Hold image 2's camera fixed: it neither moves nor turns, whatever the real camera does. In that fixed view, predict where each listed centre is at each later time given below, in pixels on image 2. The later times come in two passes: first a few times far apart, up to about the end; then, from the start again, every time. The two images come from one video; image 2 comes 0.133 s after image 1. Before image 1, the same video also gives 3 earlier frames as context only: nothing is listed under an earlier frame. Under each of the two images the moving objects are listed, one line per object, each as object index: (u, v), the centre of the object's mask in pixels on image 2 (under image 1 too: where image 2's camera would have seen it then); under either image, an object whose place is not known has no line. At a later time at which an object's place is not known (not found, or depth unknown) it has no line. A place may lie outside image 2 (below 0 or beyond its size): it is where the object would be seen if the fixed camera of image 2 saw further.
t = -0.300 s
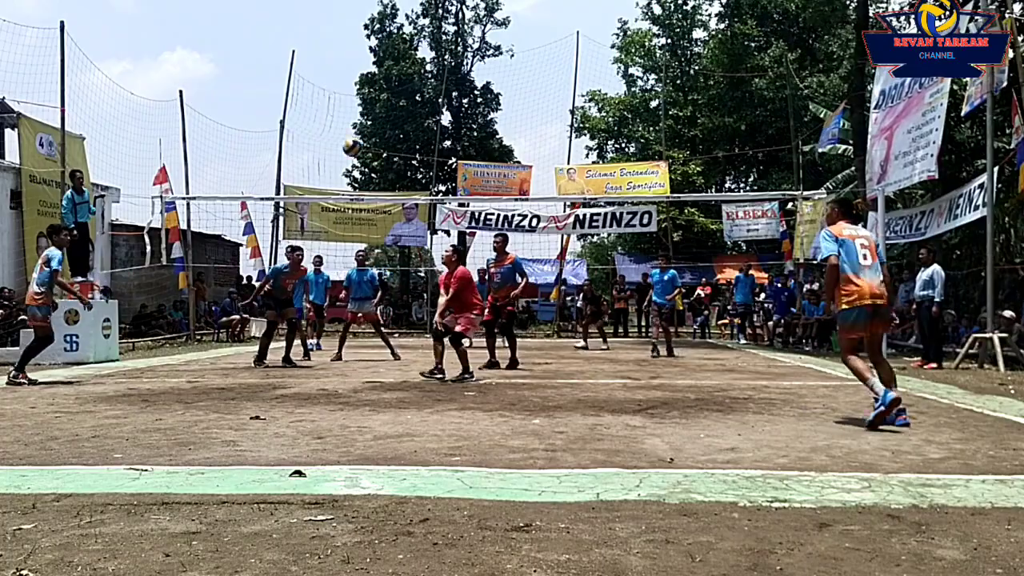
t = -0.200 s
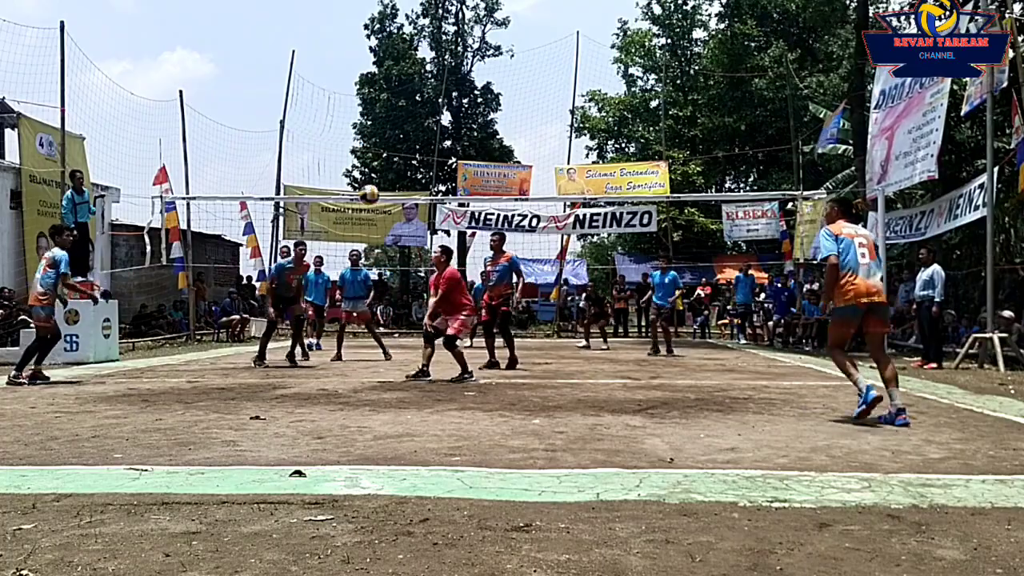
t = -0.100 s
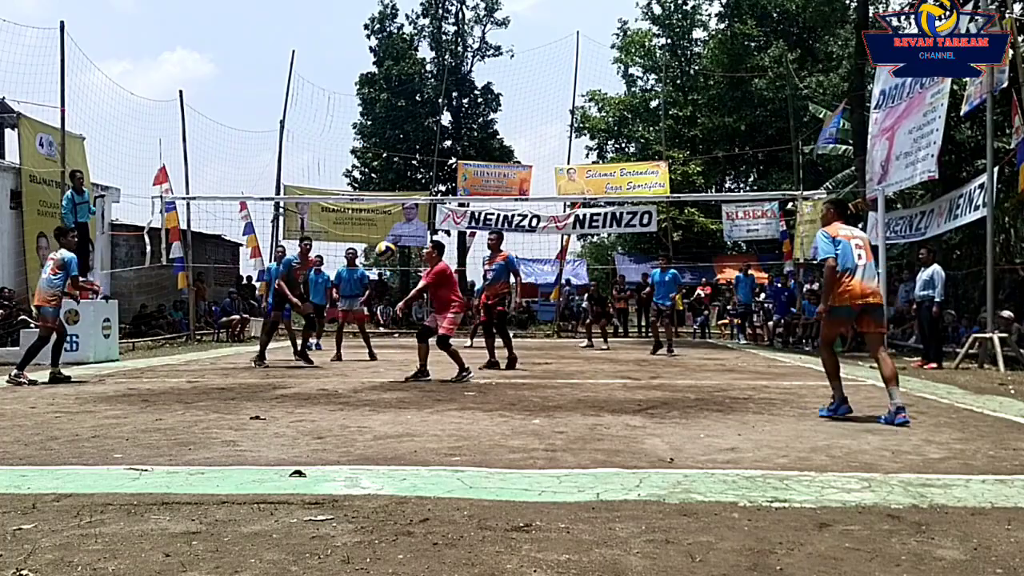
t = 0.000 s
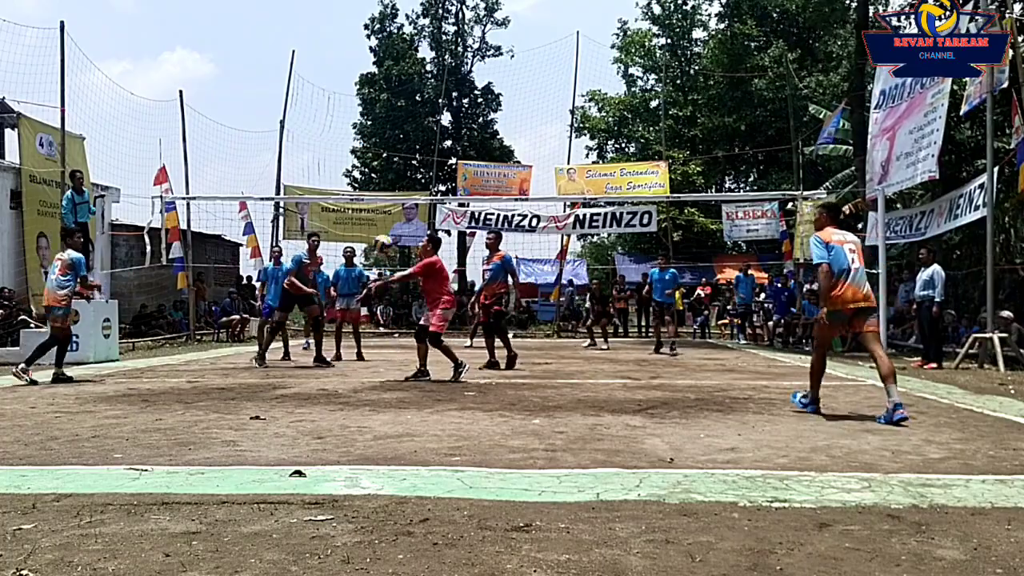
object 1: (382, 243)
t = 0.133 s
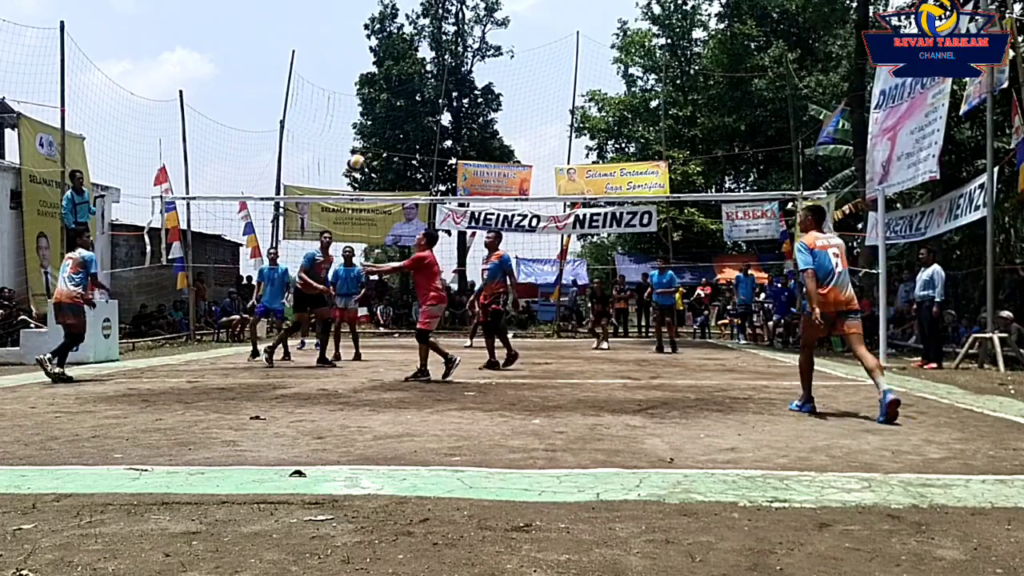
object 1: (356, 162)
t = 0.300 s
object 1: (325, 88)
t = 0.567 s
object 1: (275, 19)
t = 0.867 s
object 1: (223, 15)
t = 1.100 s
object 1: (185, 64)
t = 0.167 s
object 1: (350, 147)
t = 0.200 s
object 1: (344, 130)
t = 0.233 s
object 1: (337, 115)
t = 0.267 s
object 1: (331, 101)
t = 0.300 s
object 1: (325, 88)
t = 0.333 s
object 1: (319, 75)
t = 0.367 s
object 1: (312, 65)
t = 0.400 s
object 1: (306, 55)
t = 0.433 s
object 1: (300, 45)
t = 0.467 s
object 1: (293, 38)
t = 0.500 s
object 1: (287, 31)
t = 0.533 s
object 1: (281, 24)
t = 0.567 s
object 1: (275, 19)
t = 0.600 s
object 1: (269, 15)
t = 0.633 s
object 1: (263, 12)
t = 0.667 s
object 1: (257, 9)
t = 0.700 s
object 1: (252, 8)
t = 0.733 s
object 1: (246, 8)
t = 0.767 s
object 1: (240, 8)
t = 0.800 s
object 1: (234, 10)
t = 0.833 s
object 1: (229, 12)
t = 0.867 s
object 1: (223, 15)
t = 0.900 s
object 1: (218, 19)
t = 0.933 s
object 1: (212, 24)
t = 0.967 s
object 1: (206, 31)
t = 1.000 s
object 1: (201, 38)
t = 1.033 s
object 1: (196, 45)
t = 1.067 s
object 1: (190, 53)
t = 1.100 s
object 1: (185, 64)
